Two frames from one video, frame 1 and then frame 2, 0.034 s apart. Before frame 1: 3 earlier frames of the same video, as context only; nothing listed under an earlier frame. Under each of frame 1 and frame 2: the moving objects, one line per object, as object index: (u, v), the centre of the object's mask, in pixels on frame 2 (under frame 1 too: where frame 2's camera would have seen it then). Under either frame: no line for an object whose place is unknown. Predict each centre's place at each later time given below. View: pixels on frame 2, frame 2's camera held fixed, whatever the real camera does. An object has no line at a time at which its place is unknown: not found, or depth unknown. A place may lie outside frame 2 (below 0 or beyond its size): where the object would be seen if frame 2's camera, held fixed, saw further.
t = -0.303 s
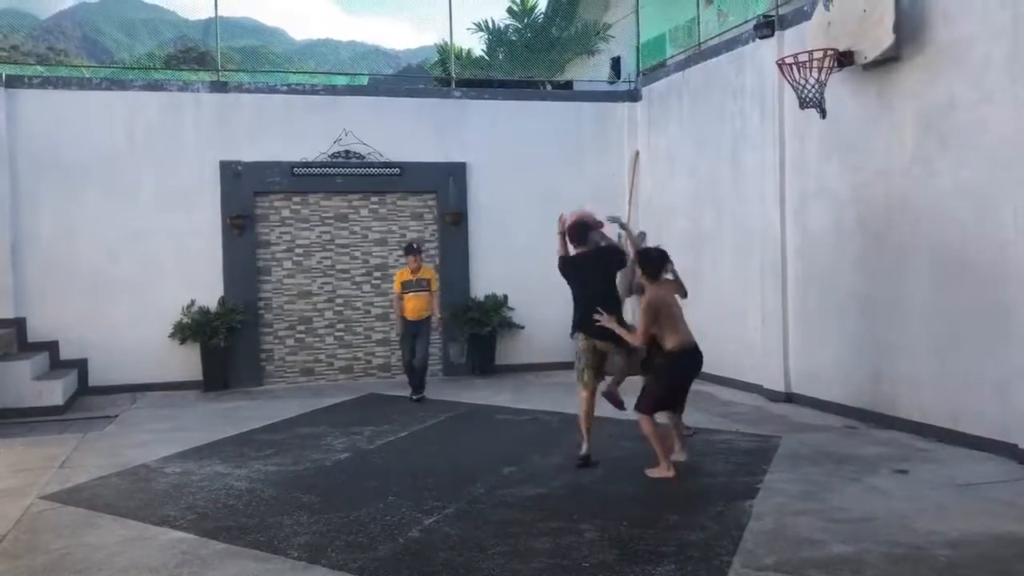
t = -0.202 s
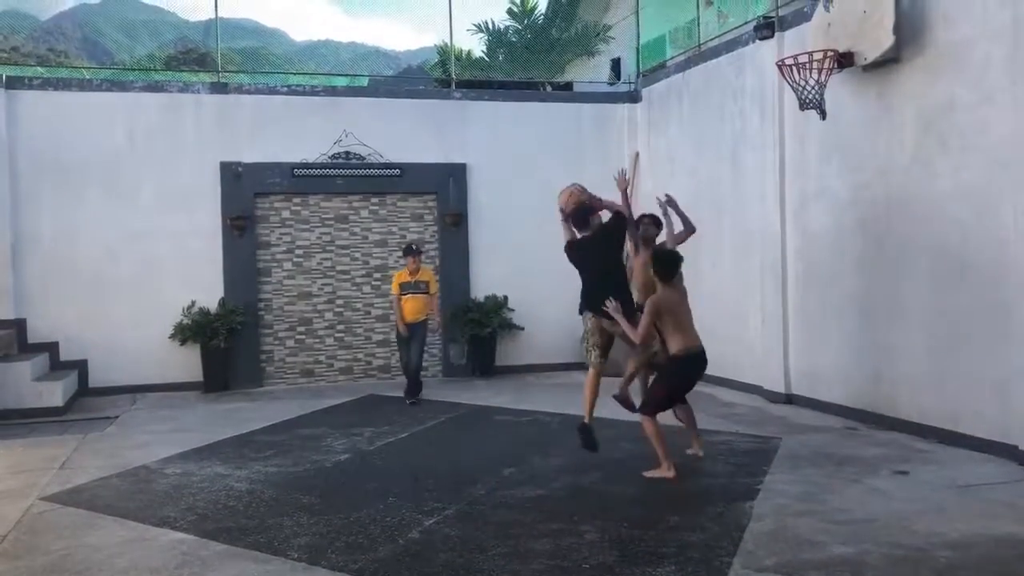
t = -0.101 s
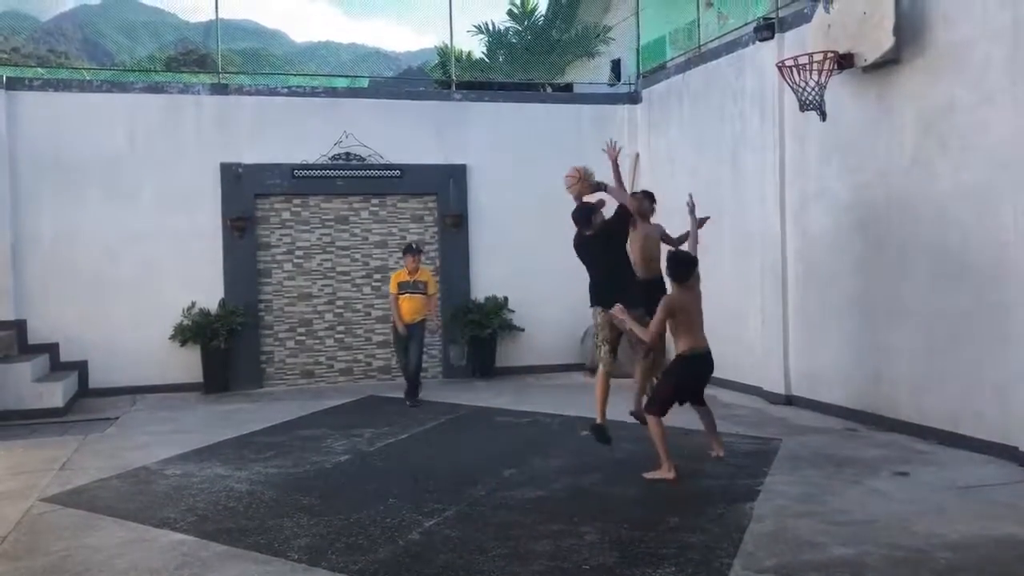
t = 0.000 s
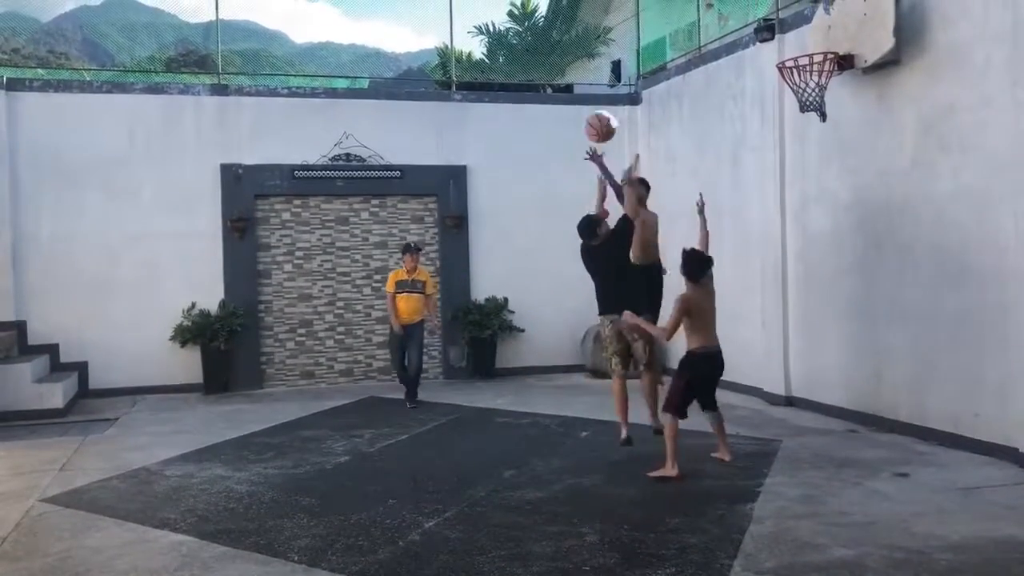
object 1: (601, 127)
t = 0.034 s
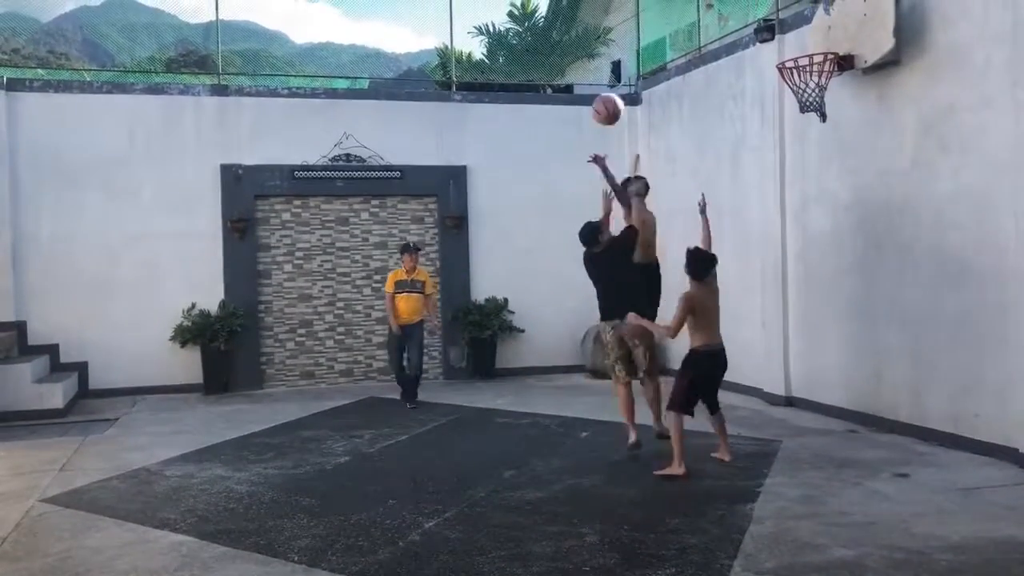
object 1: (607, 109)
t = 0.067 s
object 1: (615, 93)
